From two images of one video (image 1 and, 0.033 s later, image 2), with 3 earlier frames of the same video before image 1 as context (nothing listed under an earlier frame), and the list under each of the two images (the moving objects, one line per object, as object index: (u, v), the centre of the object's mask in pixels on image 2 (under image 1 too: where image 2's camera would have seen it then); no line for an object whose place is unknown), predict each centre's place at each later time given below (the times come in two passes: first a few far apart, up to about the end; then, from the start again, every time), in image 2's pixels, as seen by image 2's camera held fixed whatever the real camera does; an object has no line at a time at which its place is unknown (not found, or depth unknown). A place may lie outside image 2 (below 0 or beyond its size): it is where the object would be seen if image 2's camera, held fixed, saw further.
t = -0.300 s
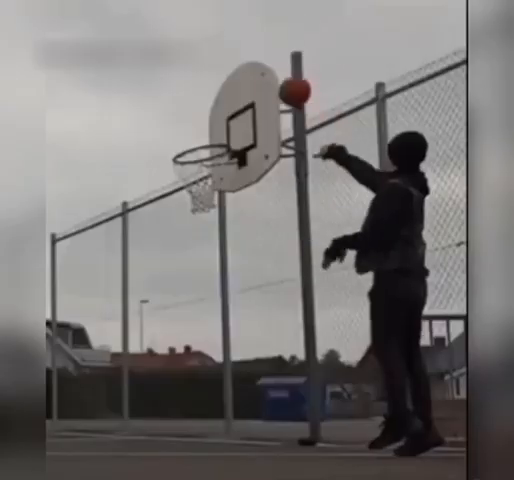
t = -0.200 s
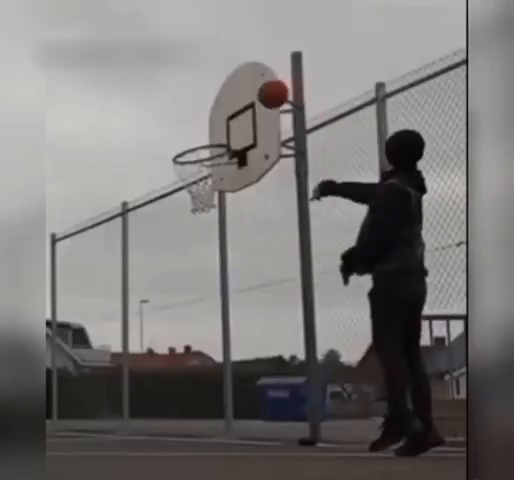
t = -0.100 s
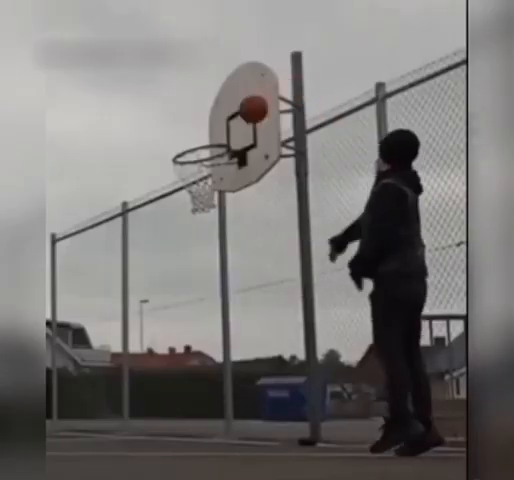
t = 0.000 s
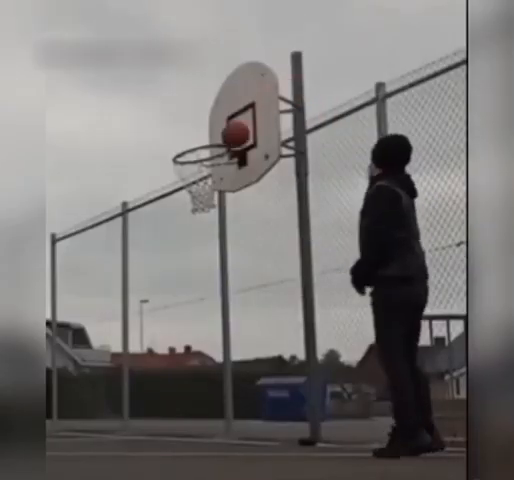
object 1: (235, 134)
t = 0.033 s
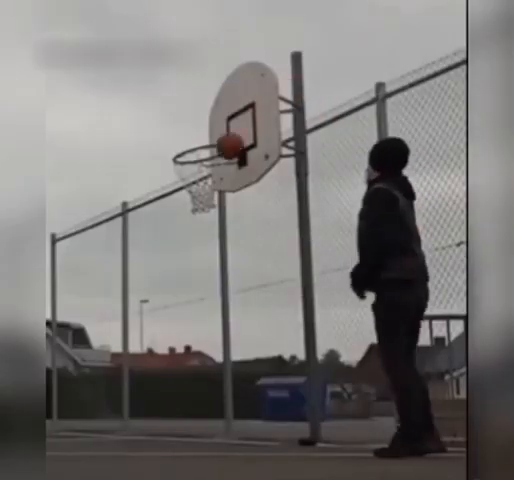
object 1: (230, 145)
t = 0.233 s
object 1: (236, 219)
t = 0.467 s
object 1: (252, 364)
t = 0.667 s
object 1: (262, 356)
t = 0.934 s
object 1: (279, 252)
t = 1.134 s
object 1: (288, 230)
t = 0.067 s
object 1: (228, 156)
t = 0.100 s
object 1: (229, 165)
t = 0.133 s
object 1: (231, 176)
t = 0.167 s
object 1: (233, 190)
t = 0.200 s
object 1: (235, 204)
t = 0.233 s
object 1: (236, 219)
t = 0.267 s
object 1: (238, 236)
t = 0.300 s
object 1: (240, 254)
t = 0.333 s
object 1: (242, 273)
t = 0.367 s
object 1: (244, 295)
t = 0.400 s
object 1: (246, 317)
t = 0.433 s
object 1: (248, 341)
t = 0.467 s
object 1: (252, 364)
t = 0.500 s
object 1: (253, 391)
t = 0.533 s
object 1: (255, 422)
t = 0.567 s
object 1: (257, 422)
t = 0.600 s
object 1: (259, 399)
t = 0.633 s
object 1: (261, 376)
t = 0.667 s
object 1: (262, 356)
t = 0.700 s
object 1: (264, 341)
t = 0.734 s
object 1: (266, 324)
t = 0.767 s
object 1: (268, 309)
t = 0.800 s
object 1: (270, 295)
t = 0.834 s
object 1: (273, 282)
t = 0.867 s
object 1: (275, 271)
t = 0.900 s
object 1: (277, 261)
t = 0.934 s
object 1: (279, 252)
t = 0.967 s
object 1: (281, 245)
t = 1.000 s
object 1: (282, 239)
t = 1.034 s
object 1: (284, 235)
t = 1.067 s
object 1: (285, 232)
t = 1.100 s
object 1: (287, 230)
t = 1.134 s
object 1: (288, 230)
